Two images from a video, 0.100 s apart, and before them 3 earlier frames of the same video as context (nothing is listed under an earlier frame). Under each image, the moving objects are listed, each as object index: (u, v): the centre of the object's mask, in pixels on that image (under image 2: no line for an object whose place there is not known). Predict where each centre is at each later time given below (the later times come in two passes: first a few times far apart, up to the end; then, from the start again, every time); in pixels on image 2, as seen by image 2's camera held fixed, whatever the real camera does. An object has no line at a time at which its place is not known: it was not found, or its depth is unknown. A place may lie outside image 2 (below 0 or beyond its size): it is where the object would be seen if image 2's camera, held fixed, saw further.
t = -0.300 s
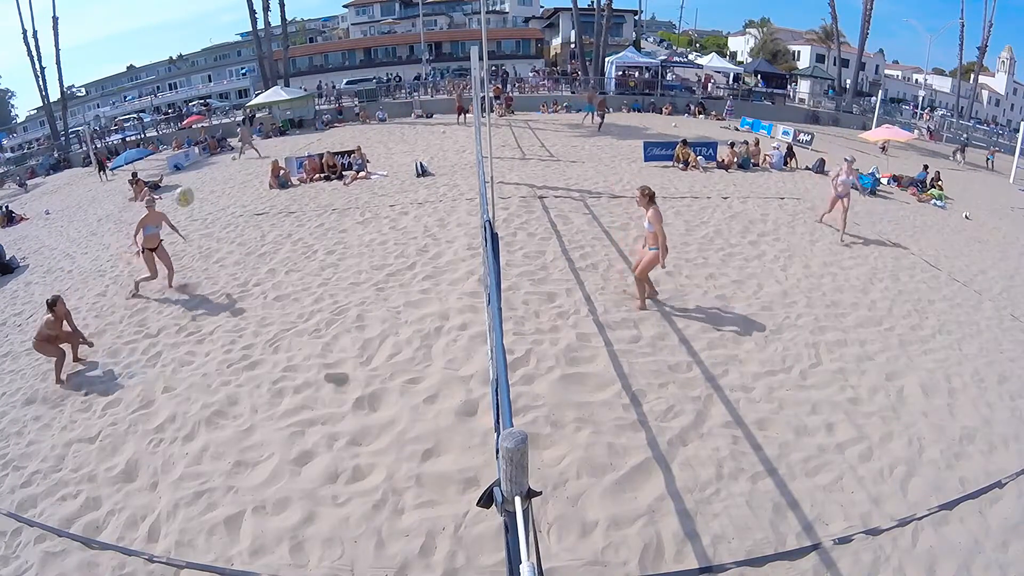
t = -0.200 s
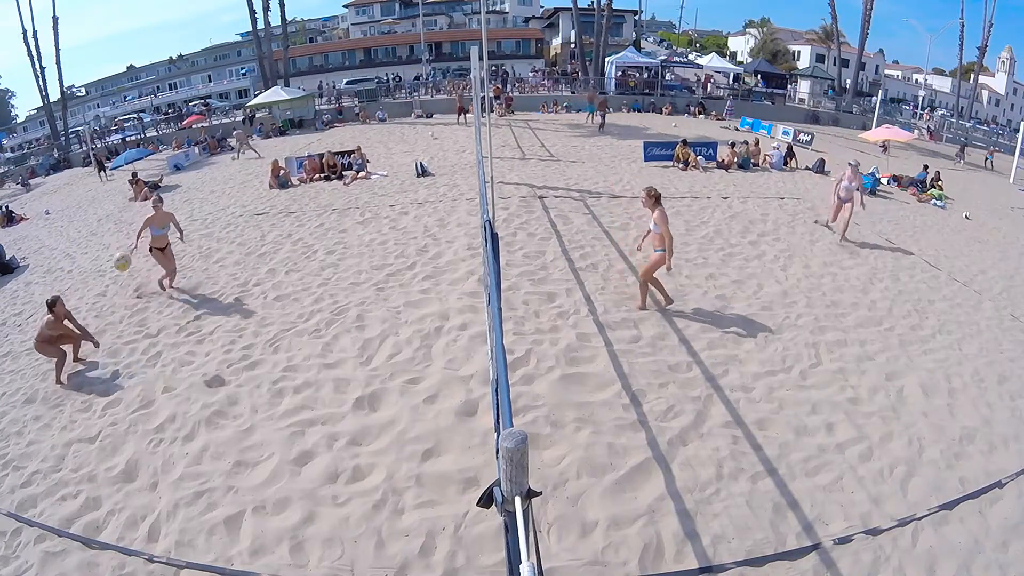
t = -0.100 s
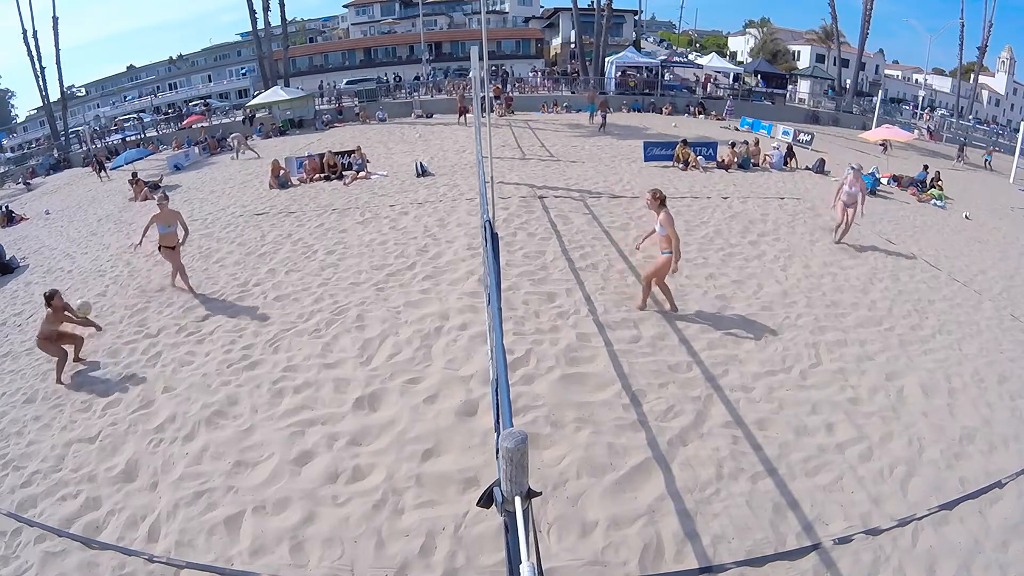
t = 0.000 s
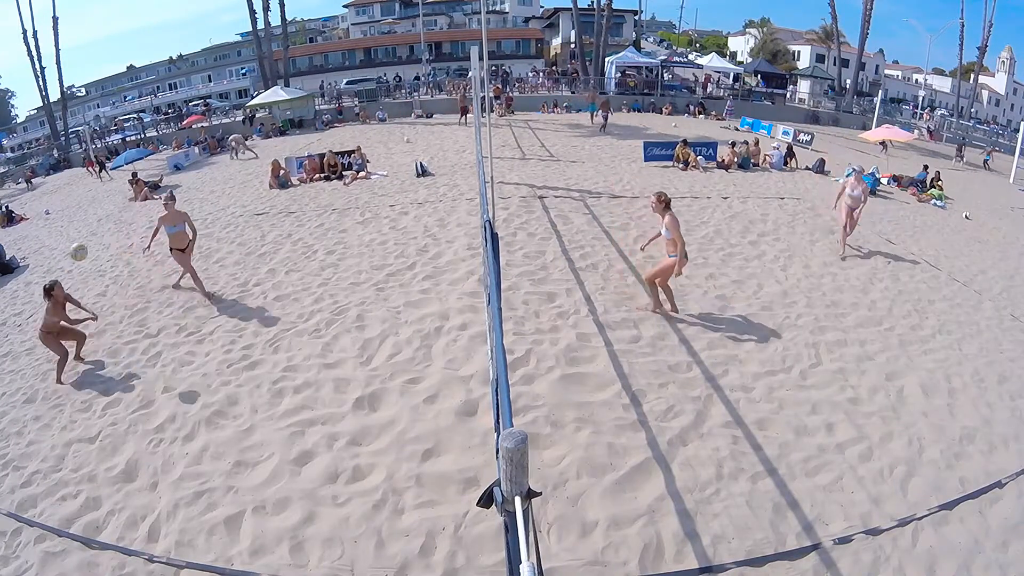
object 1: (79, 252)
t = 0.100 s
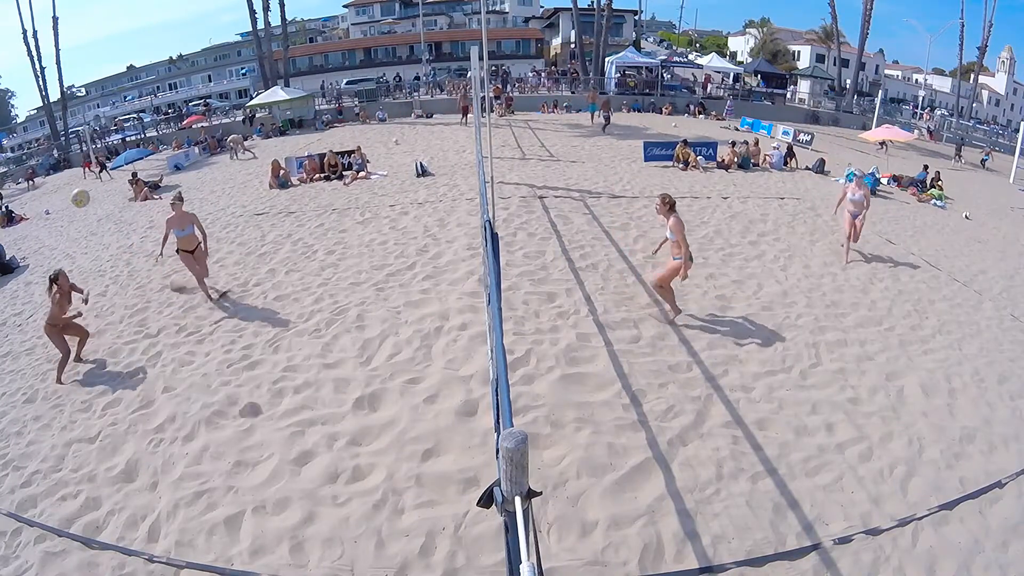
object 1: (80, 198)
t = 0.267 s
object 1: (93, 119)
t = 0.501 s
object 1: (133, 43)
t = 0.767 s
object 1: (193, 18)
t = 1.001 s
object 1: (252, 50)
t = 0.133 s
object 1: (82, 181)
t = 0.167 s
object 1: (84, 164)
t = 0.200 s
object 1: (87, 148)
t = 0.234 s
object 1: (91, 134)
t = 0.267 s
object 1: (93, 119)
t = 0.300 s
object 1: (99, 105)
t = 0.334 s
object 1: (103, 92)
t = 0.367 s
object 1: (109, 81)
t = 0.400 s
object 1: (115, 70)
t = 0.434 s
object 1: (121, 60)
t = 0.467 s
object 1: (127, 51)
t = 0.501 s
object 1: (133, 43)
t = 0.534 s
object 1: (140, 36)
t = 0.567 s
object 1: (147, 30)
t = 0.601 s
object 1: (154, 26)
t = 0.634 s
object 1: (161, 22)
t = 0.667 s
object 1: (169, 19)
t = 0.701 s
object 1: (176, 18)
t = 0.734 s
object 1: (184, 17)
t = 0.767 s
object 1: (193, 18)
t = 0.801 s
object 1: (201, 19)
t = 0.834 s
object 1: (209, 22)
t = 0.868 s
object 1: (218, 26)
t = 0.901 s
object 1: (226, 30)
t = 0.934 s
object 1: (235, 36)
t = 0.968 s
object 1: (244, 42)
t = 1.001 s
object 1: (252, 50)
